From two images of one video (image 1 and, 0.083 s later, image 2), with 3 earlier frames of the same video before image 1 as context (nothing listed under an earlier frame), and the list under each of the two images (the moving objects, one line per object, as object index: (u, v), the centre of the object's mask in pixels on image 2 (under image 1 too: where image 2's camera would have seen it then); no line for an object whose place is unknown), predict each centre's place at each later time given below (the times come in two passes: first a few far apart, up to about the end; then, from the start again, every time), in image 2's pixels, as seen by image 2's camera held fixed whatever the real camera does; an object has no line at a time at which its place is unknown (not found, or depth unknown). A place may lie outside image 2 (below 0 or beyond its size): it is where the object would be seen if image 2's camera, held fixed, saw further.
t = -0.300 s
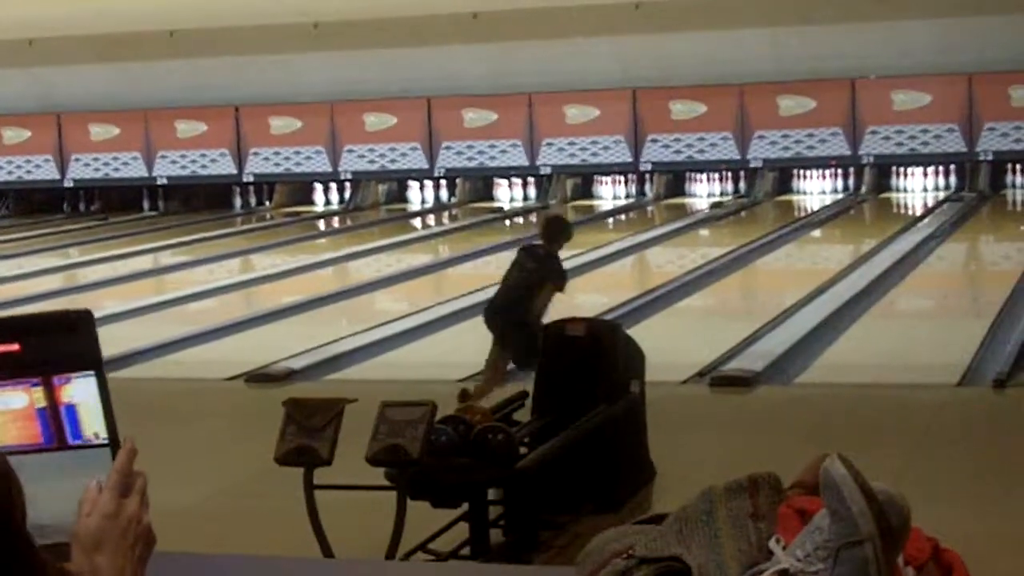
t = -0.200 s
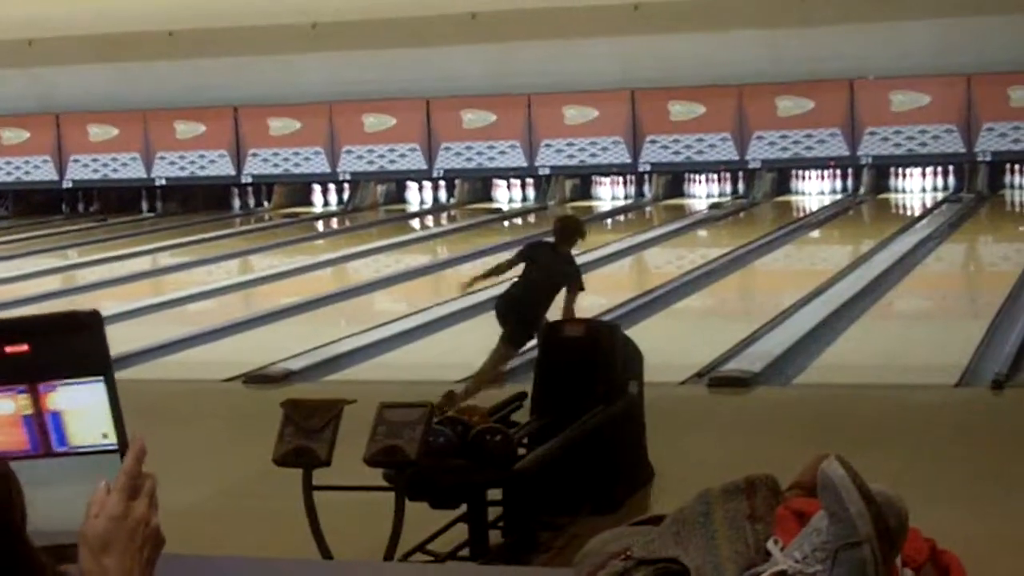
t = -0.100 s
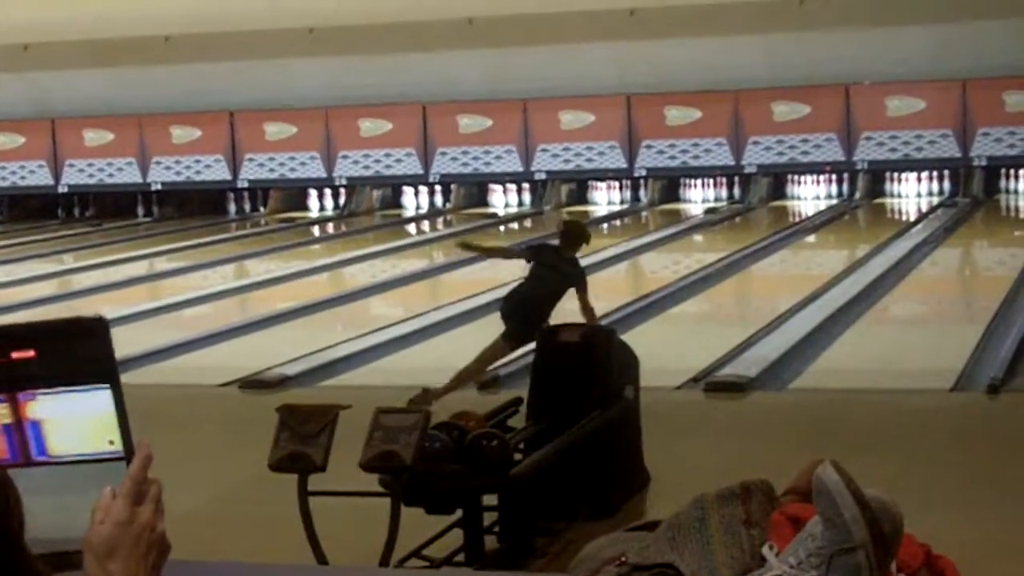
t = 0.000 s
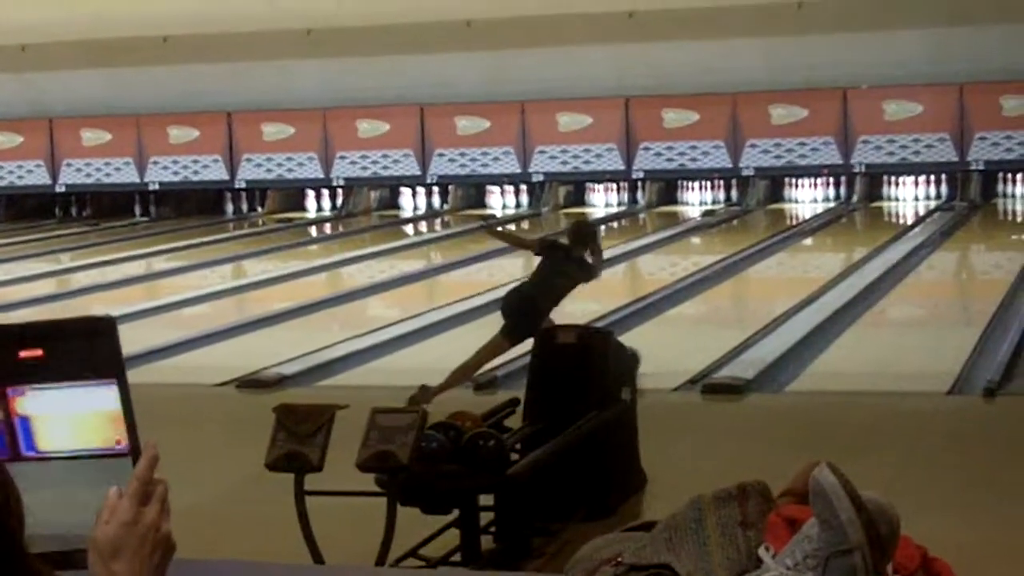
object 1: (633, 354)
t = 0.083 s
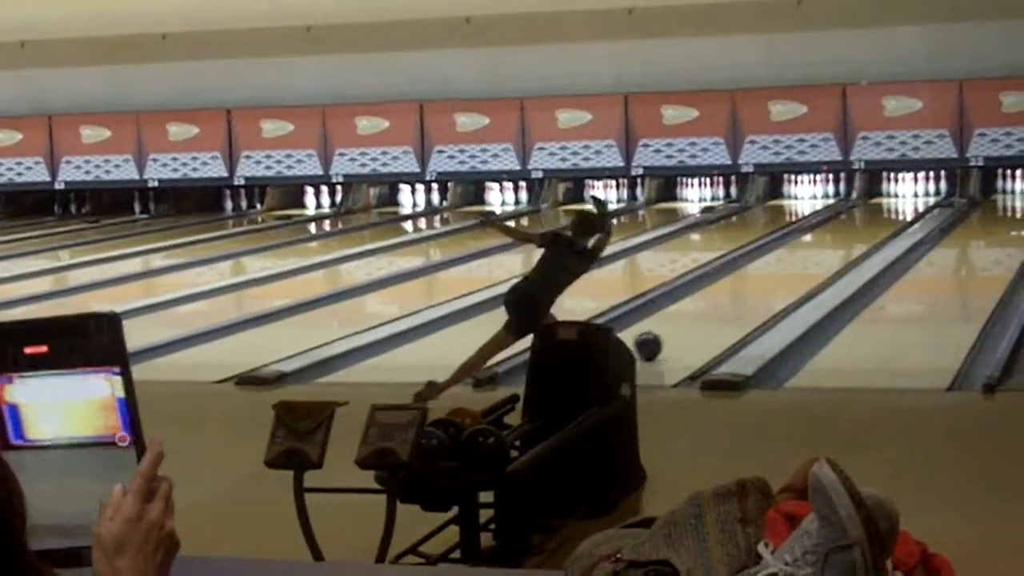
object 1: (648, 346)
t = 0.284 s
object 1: (696, 320)
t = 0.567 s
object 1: (751, 290)
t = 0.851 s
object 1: (795, 268)
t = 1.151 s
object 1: (831, 248)
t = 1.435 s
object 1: (857, 234)
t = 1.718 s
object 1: (878, 222)
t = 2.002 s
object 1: (894, 209)
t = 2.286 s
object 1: (905, 201)
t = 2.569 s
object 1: (913, 193)
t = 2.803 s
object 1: (915, 189)
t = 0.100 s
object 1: (653, 343)
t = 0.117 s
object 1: (656, 341)
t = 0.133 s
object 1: (661, 338)
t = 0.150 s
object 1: (665, 337)
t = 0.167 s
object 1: (669, 334)
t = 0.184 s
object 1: (673, 332)
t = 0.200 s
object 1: (677, 330)
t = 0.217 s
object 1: (681, 328)
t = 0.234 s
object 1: (685, 326)
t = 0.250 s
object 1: (689, 324)
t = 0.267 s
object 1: (693, 322)
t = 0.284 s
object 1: (696, 320)
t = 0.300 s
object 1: (700, 318)
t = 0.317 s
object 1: (703, 316)
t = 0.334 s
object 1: (707, 314)
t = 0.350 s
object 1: (710, 313)
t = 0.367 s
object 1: (714, 311)
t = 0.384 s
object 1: (717, 309)
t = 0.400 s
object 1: (720, 306)
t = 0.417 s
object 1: (724, 305)
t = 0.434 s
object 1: (727, 303)
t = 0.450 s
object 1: (730, 302)
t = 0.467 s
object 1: (733, 300)
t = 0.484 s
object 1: (737, 298)
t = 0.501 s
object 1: (739, 296)
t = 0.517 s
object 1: (742, 295)
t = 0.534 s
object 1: (745, 293)
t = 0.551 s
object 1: (748, 292)
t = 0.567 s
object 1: (751, 290)
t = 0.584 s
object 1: (754, 289)
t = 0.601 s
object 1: (757, 287)
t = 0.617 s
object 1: (760, 286)
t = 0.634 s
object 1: (762, 285)
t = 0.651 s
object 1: (765, 283)
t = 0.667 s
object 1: (767, 282)
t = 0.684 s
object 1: (770, 281)
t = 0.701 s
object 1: (773, 279)
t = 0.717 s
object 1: (775, 278)
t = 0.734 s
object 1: (778, 277)
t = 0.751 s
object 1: (780, 276)
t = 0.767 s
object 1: (783, 274)
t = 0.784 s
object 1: (785, 273)
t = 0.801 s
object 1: (788, 271)
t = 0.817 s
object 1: (790, 270)
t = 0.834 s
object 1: (792, 269)
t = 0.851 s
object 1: (795, 268)
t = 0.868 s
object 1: (797, 266)
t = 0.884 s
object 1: (799, 265)
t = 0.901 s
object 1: (801, 264)
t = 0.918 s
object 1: (803, 262)
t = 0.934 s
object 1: (805, 261)
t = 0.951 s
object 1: (807, 260)
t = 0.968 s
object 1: (809, 259)
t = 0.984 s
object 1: (811, 258)
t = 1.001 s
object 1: (814, 256)
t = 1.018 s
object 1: (815, 256)
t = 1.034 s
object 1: (817, 255)
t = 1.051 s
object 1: (819, 254)
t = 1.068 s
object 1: (821, 253)
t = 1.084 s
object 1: (823, 252)
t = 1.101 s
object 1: (825, 251)
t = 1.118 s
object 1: (827, 250)
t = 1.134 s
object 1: (829, 249)
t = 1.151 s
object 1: (831, 248)
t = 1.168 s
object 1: (832, 247)
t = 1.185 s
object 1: (834, 246)
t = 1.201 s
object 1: (836, 245)
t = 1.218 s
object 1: (838, 244)
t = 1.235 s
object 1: (839, 243)
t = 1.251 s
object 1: (841, 243)
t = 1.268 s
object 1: (843, 242)
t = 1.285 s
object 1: (845, 240)
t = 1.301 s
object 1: (846, 239)
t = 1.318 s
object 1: (847, 239)
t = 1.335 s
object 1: (848, 237)
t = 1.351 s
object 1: (850, 237)
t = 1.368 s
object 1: (851, 236)
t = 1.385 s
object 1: (853, 235)
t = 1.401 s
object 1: (854, 235)
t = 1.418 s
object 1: (855, 234)
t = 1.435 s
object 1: (857, 234)
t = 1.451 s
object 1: (859, 233)
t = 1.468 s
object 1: (860, 231)
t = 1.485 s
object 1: (862, 231)
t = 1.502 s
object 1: (862, 230)
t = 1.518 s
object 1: (865, 229)
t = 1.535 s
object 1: (865, 228)
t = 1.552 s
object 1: (867, 228)
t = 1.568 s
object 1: (867, 227)
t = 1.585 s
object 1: (868, 226)
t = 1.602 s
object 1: (871, 225)
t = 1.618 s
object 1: (872, 224)
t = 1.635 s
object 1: (873, 224)
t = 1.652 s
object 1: (873, 223)
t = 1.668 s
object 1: (873, 222)
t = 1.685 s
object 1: (876, 223)
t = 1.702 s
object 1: (876, 223)
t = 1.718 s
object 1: (878, 222)
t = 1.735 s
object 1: (879, 221)
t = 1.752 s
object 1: (880, 221)
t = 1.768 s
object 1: (881, 218)
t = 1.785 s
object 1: (881, 218)
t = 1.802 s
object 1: (883, 216)
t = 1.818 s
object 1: (885, 216)
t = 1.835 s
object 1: (886, 215)
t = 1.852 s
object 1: (887, 215)
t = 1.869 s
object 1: (887, 214)
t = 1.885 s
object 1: (888, 214)
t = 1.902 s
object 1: (889, 213)
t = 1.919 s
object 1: (889, 213)
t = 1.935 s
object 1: (891, 212)
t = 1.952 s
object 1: (891, 212)
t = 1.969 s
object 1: (892, 211)
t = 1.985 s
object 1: (893, 210)
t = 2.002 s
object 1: (894, 209)
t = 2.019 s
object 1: (894, 209)
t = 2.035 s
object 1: (895, 209)
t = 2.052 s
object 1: (896, 208)
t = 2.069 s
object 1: (896, 207)
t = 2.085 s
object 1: (897, 207)
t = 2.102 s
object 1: (898, 206)
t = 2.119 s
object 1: (899, 206)
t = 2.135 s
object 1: (900, 205)
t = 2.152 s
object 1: (900, 204)
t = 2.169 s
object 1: (901, 203)
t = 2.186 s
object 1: (902, 203)
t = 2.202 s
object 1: (902, 202)
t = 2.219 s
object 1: (903, 202)
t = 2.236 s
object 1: (903, 202)
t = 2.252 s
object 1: (904, 202)
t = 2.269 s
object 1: (904, 201)
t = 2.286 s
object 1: (905, 201)
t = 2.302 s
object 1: (906, 200)
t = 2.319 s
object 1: (906, 200)
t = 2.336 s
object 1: (907, 199)
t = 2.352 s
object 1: (908, 199)
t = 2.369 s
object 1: (908, 198)
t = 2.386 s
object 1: (909, 198)
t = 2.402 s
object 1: (910, 197)
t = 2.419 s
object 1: (910, 197)
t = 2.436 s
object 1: (910, 196)
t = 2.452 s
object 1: (911, 196)
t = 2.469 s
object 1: (911, 195)
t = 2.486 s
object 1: (912, 195)
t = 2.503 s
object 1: (912, 195)
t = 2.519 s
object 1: (912, 195)
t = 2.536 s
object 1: (912, 194)
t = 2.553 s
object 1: (912, 194)
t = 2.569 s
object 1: (913, 193)
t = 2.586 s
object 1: (913, 193)
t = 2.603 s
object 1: (913, 193)
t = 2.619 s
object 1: (913, 192)
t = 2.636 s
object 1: (912, 192)
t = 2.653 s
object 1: (913, 191)
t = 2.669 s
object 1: (913, 191)
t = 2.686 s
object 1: (913, 190)
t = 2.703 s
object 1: (915, 191)
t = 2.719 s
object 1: (916, 190)
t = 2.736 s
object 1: (915, 189)
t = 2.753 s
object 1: (914, 190)
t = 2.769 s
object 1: (914, 190)
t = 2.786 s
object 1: (914, 190)
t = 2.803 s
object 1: (915, 189)
